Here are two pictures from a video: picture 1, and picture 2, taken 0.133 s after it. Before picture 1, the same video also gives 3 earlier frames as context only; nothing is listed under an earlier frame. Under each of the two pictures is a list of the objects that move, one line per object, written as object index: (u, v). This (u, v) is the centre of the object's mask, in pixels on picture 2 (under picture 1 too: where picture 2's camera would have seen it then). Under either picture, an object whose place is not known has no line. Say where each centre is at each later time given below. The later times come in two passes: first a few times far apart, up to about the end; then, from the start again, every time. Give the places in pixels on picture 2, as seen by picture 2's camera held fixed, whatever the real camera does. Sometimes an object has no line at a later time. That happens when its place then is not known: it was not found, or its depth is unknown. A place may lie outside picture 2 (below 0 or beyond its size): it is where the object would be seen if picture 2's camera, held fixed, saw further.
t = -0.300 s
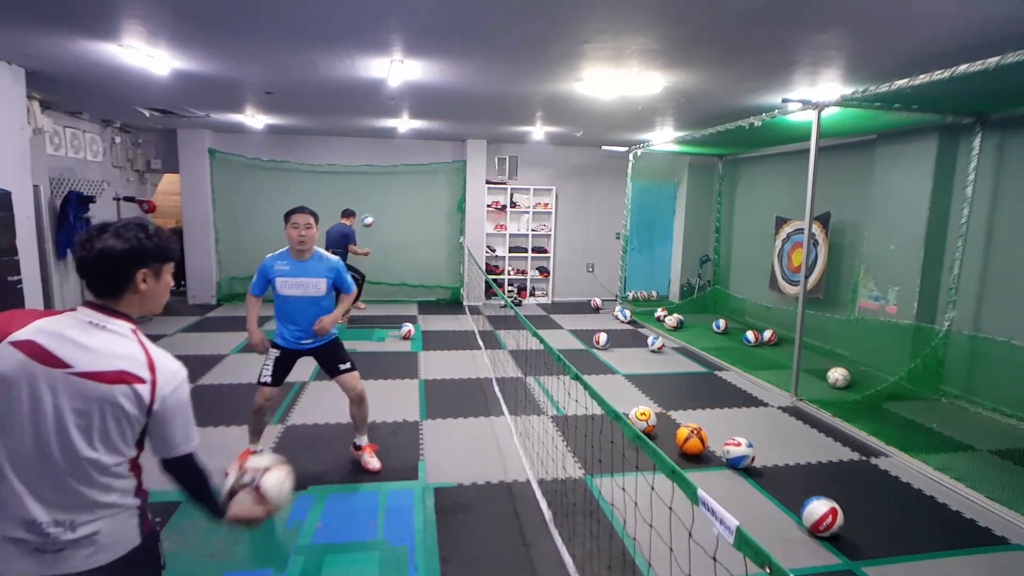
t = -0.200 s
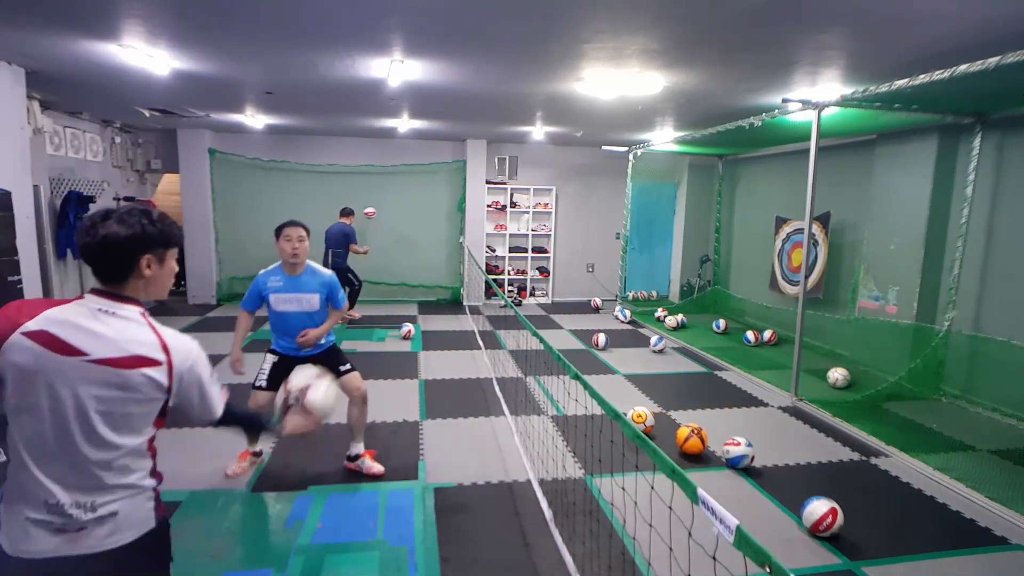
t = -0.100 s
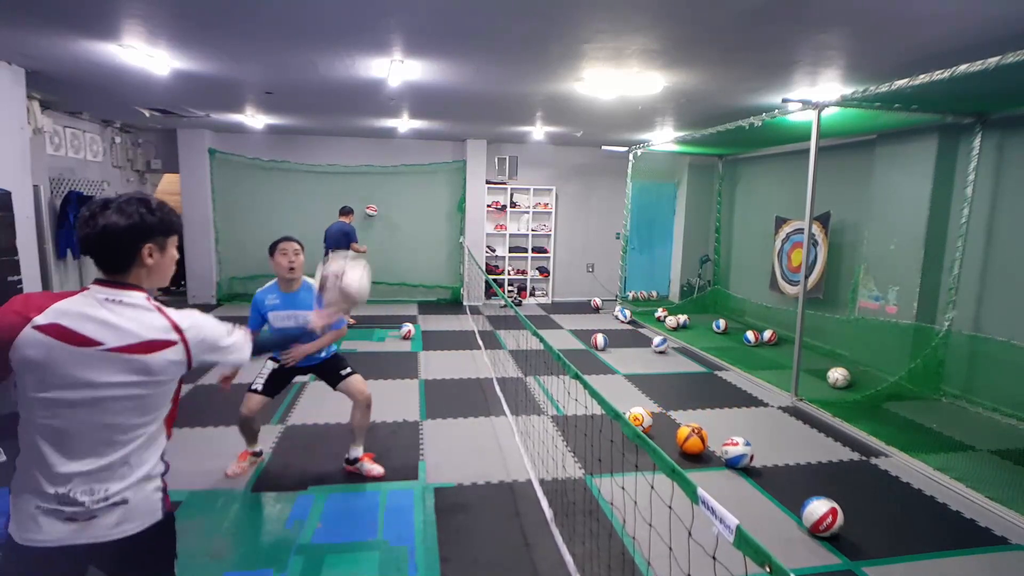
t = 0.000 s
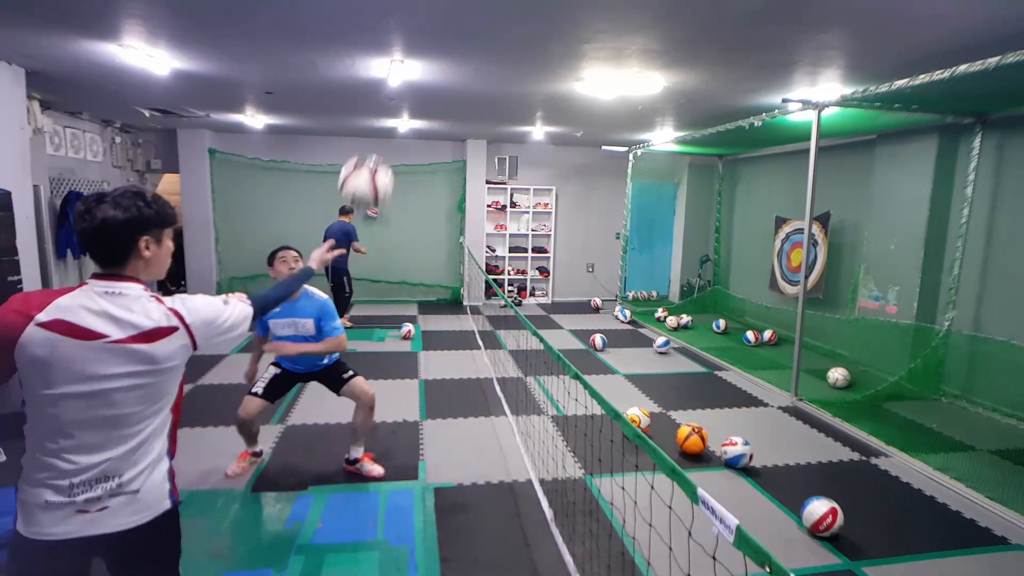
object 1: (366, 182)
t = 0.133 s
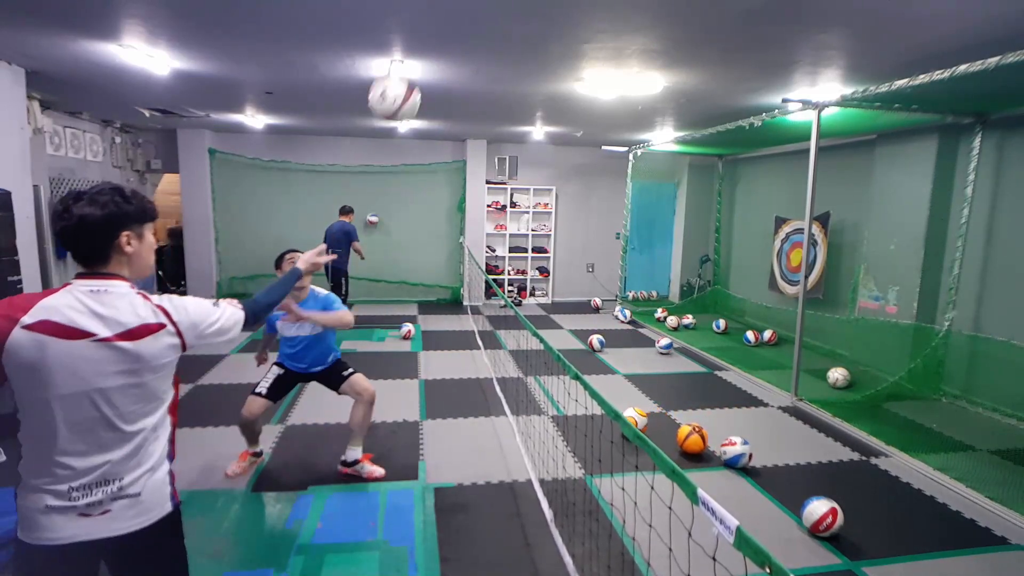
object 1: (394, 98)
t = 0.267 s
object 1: (420, 60)
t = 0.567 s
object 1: (465, 117)
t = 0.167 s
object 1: (401, 85)
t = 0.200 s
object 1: (407, 73)
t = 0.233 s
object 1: (414, 64)
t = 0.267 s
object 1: (420, 60)
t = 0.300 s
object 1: (426, 57)
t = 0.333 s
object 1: (432, 57)
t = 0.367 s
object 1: (437, 60)
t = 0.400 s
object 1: (442, 63)
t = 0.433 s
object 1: (447, 70)
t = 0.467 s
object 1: (451, 80)
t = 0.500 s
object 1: (456, 90)
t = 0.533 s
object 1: (460, 103)
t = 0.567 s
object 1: (465, 117)
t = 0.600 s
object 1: (468, 132)
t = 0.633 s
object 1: (472, 149)
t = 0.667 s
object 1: (475, 167)
